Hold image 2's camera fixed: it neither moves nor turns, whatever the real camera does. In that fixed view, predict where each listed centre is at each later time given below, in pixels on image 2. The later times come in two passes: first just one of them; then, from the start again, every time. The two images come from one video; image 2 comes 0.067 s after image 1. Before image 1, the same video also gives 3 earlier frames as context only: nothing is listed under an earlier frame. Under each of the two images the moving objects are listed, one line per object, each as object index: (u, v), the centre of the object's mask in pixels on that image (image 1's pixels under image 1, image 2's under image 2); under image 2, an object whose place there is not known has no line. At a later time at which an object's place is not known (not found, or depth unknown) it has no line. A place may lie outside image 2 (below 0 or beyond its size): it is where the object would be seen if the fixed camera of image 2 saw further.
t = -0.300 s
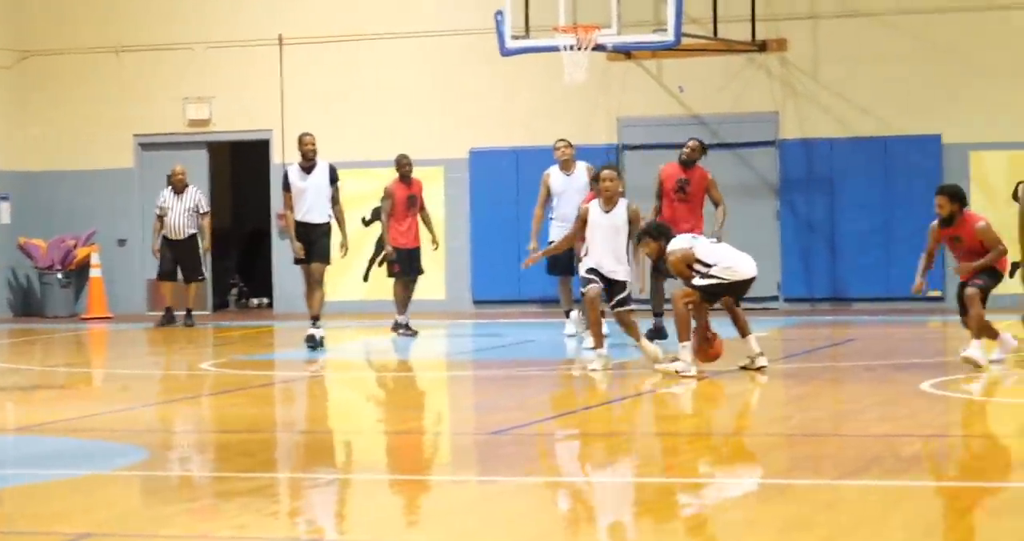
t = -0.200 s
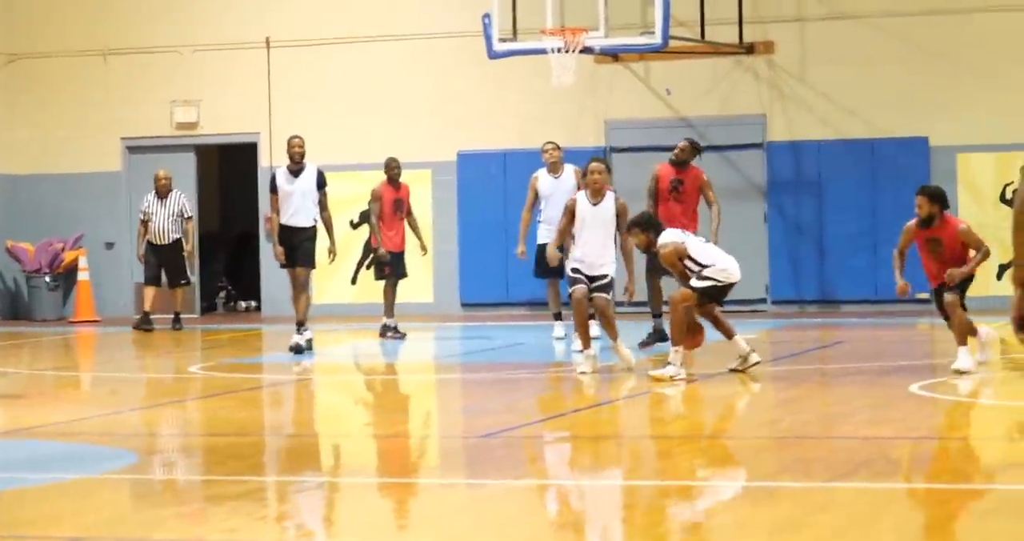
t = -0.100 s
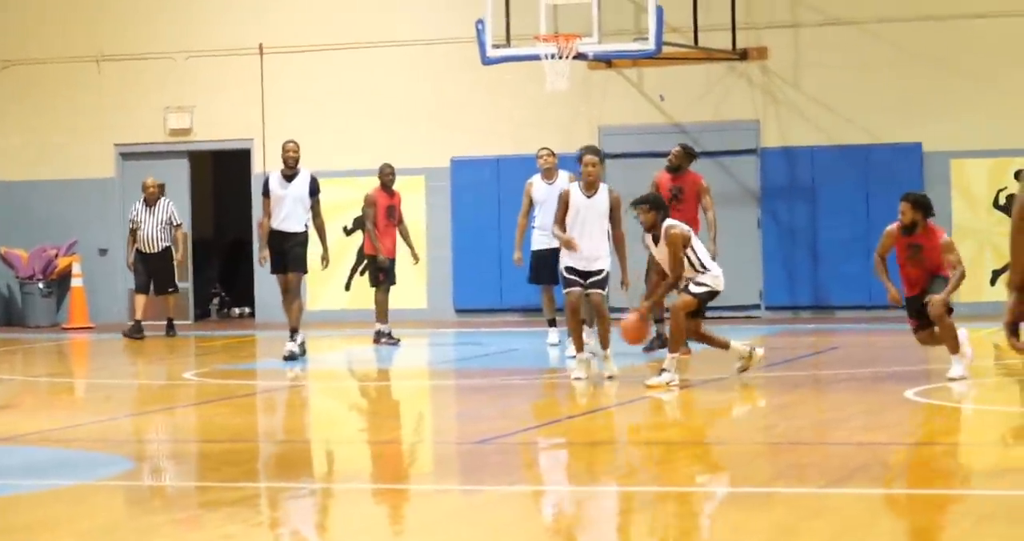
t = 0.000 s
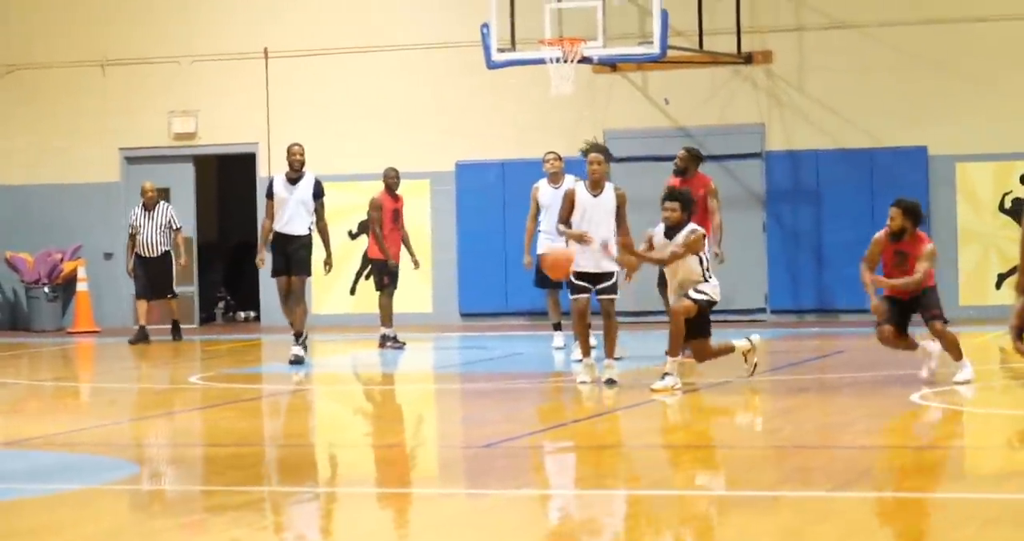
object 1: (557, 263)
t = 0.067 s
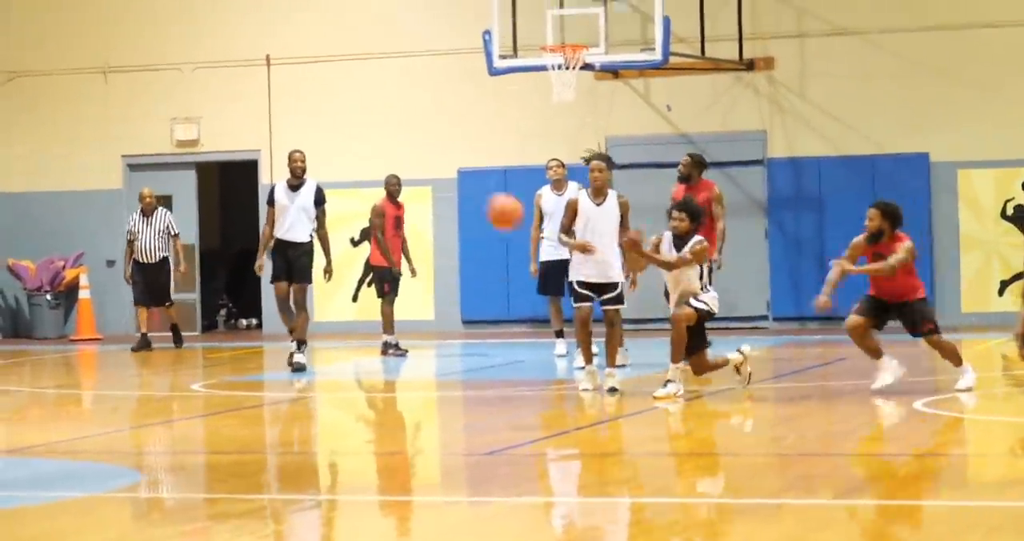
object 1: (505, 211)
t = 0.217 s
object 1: (364, 99)
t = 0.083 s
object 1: (490, 198)
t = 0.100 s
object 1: (476, 185)
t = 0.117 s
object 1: (461, 174)
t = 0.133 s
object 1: (446, 161)
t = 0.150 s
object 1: (430, 148)
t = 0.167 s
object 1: (414, 135)
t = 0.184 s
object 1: (398, 123)
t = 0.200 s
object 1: (381, 111)
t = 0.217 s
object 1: (364, 99)
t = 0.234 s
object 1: (347, 88)
